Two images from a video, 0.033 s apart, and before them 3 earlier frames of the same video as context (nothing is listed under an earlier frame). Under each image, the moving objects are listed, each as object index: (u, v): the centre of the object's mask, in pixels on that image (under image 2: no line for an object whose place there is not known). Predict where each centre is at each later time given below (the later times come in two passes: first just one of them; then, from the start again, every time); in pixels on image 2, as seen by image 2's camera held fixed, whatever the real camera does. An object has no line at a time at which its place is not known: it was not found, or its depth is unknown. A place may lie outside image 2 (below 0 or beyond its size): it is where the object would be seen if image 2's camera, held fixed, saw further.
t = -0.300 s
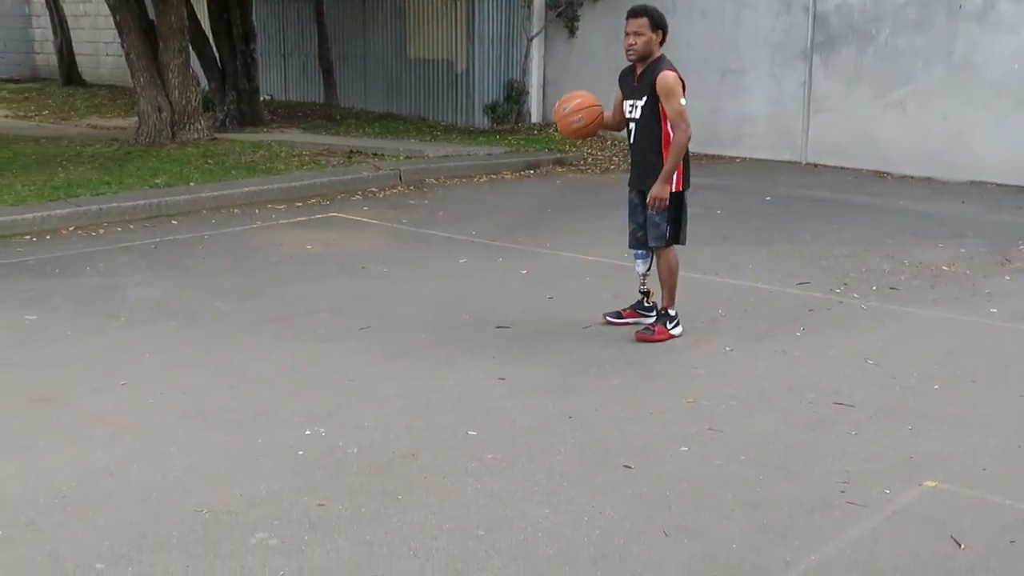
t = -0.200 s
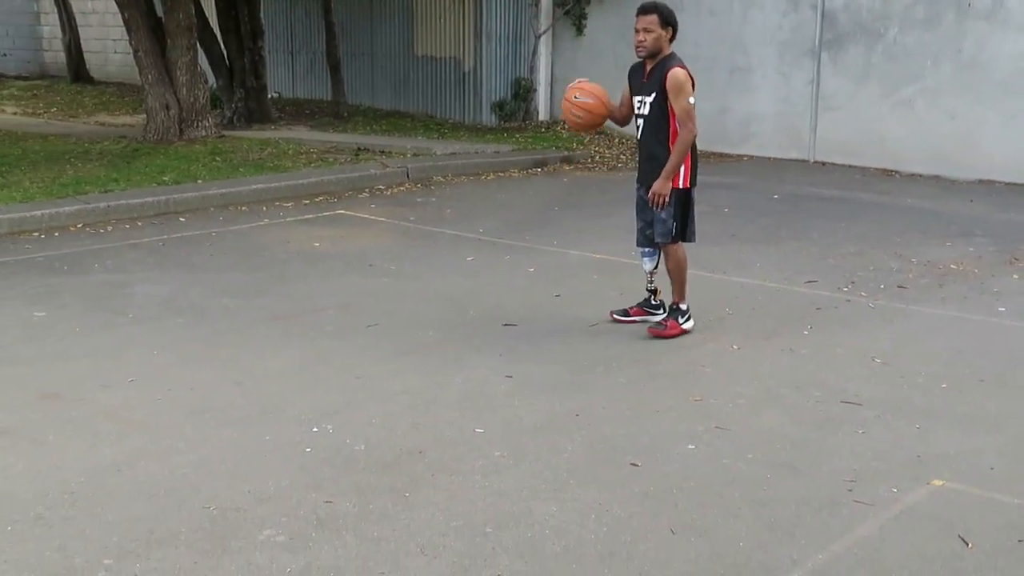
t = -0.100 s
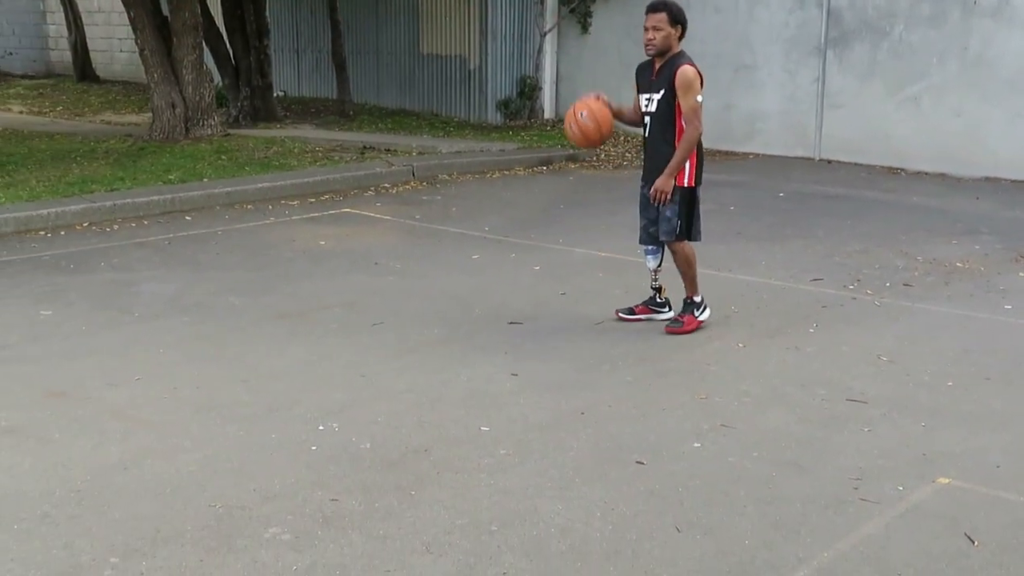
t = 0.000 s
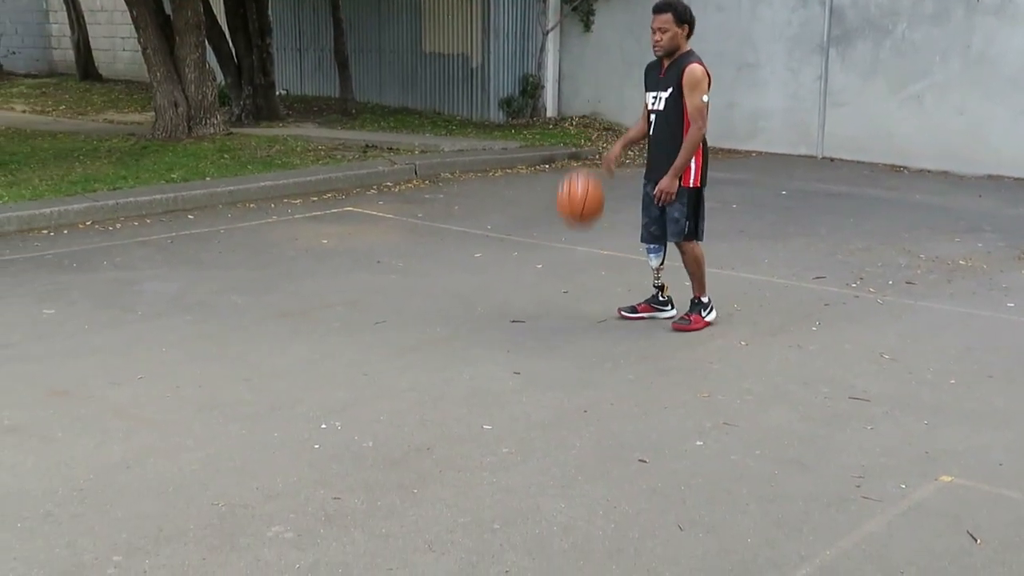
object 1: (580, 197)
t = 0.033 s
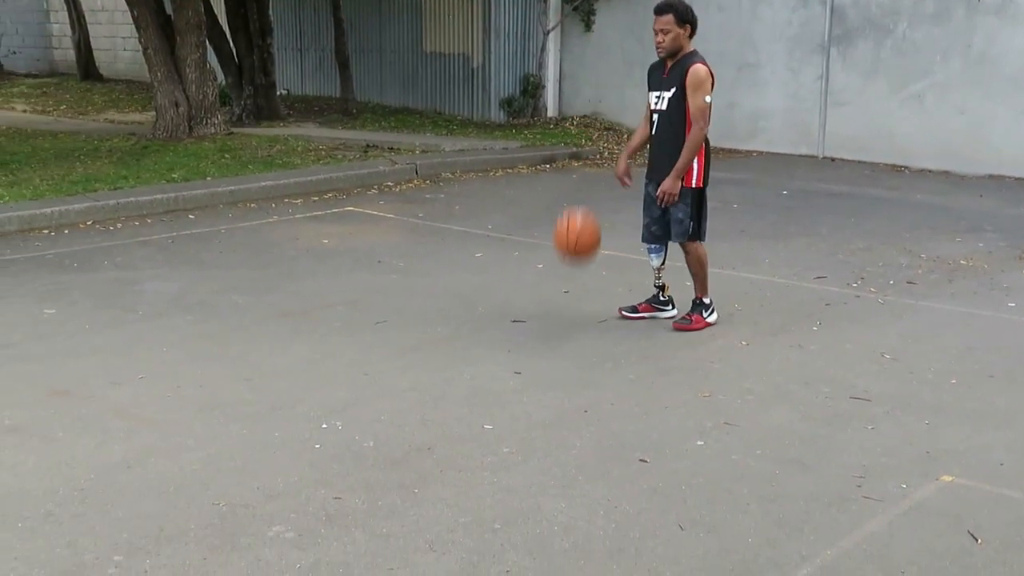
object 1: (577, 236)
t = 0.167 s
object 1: (572, 244)
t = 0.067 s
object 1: (573, 274)
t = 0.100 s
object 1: (570, 305)
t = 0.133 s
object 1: (571, 273)
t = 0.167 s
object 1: (572, 244)
